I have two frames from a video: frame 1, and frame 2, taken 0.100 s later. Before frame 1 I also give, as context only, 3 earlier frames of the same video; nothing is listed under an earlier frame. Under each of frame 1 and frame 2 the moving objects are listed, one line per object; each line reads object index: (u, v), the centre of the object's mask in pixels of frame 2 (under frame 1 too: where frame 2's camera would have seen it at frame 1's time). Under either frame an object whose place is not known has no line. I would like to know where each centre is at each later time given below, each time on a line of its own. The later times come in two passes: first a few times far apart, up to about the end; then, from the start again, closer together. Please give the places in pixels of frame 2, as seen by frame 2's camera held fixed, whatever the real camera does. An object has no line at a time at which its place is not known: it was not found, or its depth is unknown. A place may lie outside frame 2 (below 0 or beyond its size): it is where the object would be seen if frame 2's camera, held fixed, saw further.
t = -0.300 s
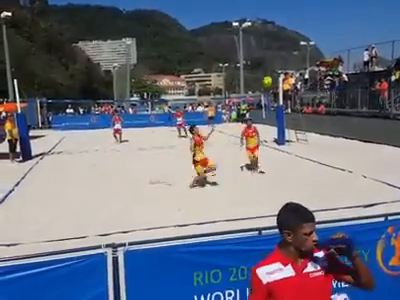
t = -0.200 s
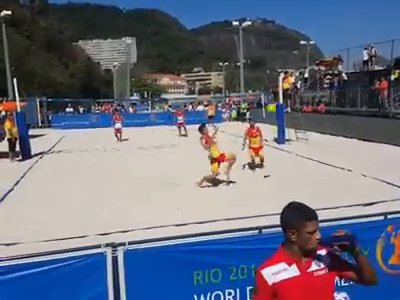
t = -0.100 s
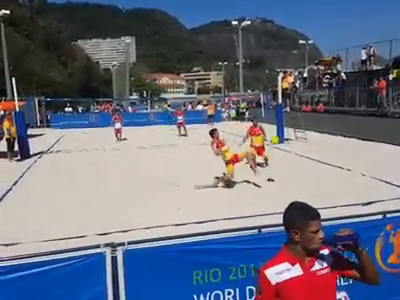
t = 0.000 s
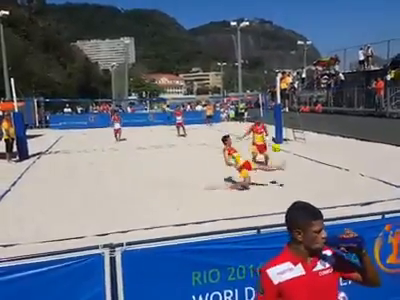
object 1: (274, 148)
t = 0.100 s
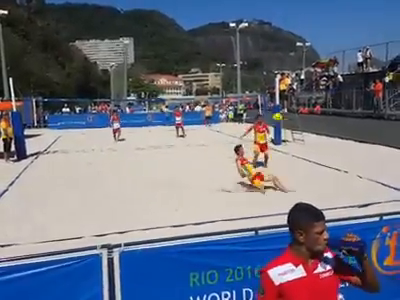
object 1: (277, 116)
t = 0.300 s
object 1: (282, 63)
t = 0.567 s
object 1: (286, 15)
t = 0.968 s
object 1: (290, 0)
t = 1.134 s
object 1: (291, 15)
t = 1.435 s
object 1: (292, 72)
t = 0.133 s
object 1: (278, 107)
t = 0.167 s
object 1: (279, 98)
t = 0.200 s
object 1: (280, 88)
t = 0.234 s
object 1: (278, 79)
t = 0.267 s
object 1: (281, 70)
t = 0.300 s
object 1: (282, 63)
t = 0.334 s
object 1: (282, 55)
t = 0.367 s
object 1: (282, 48)
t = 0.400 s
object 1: (283, 42)
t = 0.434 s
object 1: (283, 36)
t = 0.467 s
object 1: (285, 30)
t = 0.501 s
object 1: (285, 24)
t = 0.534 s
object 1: (286, 19)
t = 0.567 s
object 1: (286, 15)
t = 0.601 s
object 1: (287, 11)
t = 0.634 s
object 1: (287, 8)
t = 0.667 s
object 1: (288, 4)
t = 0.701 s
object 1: (288, 2)
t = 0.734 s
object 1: (288, 0)
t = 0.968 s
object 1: (290, 0)
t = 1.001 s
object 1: (291, 2)
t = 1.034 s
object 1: (291, 5)
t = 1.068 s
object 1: (291, 8)
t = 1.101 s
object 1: (291, 11)
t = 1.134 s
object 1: (291, 15)
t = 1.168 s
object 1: (292, 19)
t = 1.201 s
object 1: (292, 24)
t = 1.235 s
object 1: (292, 30)
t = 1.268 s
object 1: (292, 36)
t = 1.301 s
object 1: (292, 42)
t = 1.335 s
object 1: (293, 49)
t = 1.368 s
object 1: (293, 57)
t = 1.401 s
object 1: (292, 64)
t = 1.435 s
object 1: (292, 72)
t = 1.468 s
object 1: (293, 81)
